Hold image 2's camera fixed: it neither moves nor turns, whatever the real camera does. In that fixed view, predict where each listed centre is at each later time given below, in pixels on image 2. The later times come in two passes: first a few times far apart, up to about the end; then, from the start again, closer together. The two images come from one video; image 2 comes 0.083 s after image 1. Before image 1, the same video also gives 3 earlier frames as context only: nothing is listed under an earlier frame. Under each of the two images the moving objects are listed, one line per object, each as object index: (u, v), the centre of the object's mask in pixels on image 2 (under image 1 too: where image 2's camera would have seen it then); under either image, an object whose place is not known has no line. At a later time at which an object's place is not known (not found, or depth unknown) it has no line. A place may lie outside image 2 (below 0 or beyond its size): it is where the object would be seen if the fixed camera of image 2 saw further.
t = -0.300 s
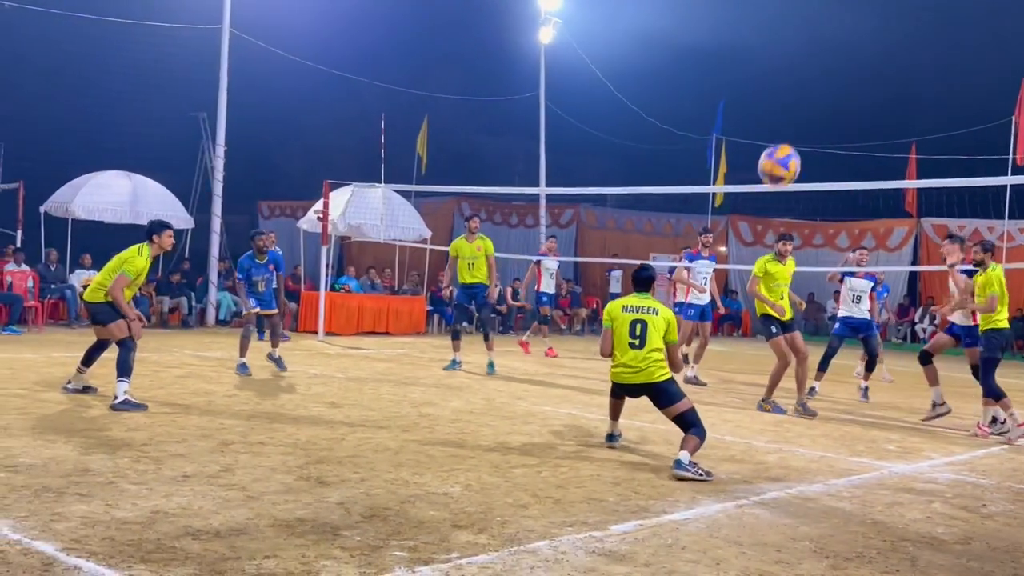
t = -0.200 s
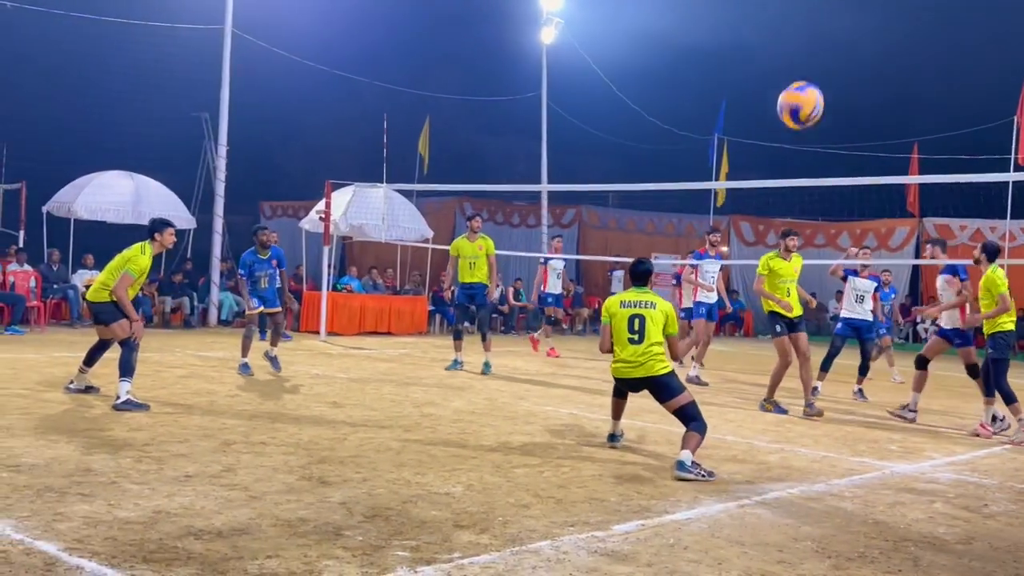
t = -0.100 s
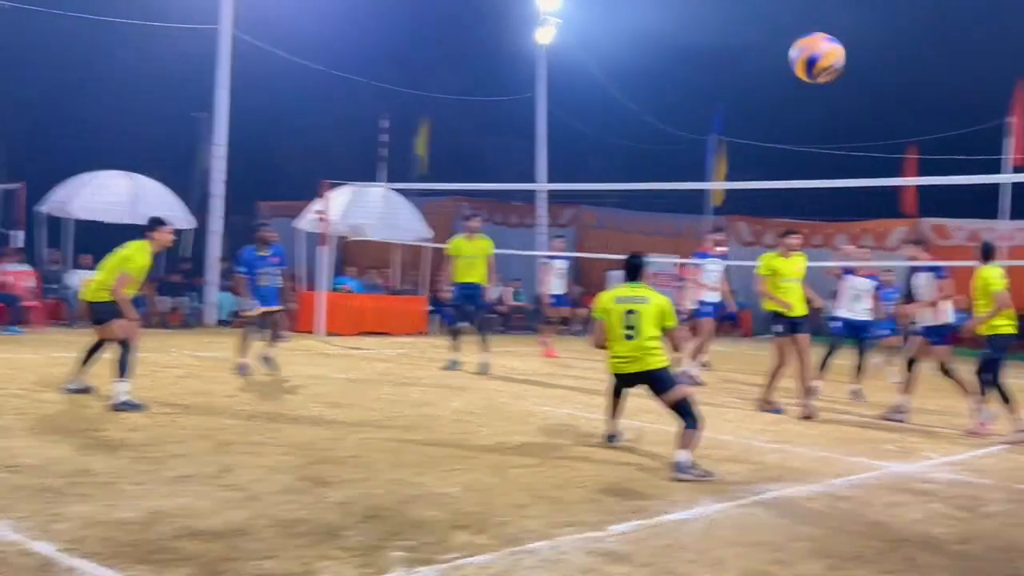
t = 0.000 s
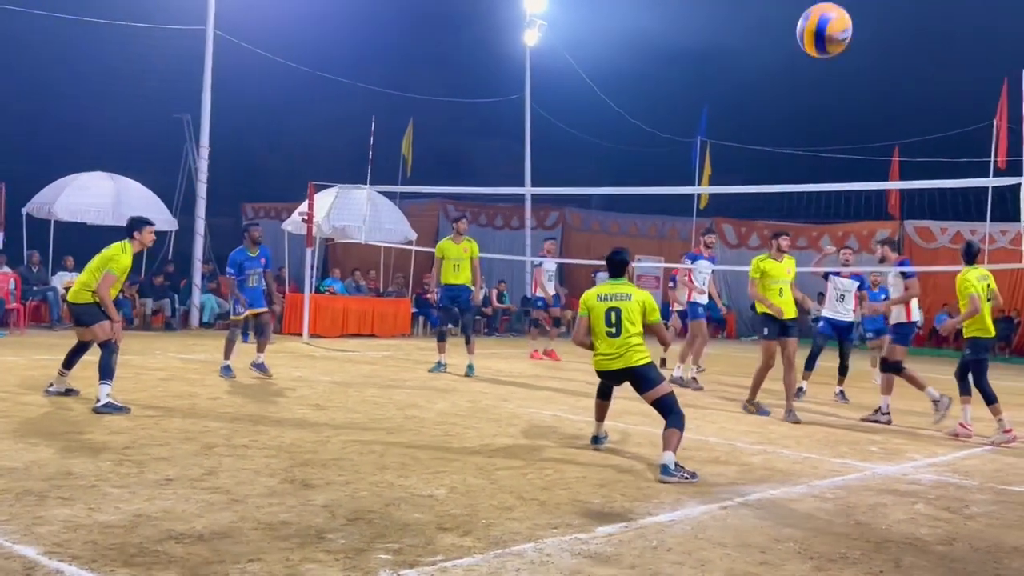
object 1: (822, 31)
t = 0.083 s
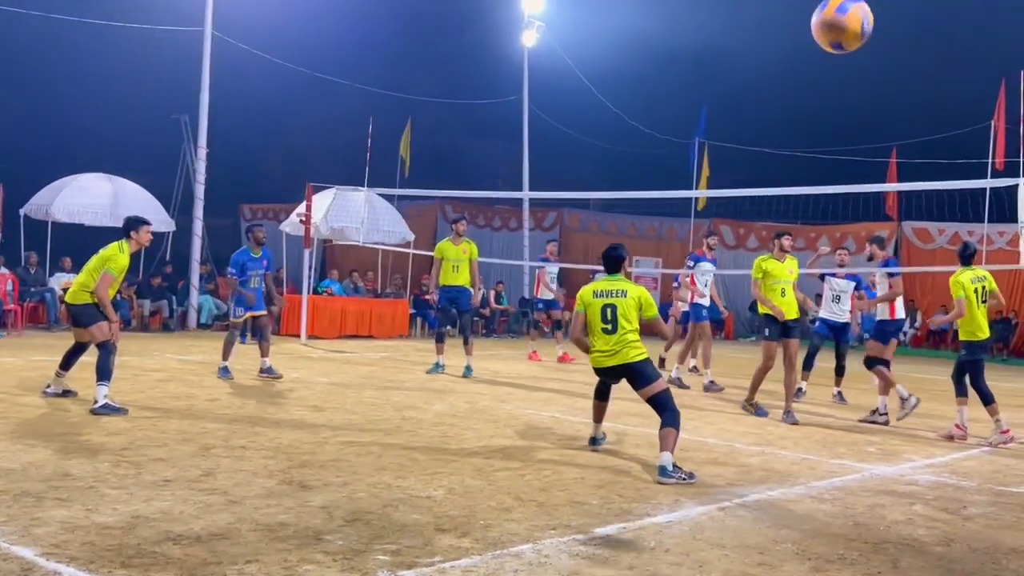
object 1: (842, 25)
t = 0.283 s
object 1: (901, 97)
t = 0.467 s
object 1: (980, 353)
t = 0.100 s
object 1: (846, 26)
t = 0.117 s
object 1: (850, 27)
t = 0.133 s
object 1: (855, 28)
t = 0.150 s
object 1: (859, 31)
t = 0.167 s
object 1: (864, 35)
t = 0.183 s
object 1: (869, 40)
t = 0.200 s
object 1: (874, 46)
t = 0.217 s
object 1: (879, 54)
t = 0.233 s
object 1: (884, 63)
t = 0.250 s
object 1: (890, 73)
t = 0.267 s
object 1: (895, 84)
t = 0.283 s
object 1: (901, 97)
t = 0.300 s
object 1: (907, 111)
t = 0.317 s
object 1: (913, 126)
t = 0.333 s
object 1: (920, 142)
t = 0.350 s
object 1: (926, 162)
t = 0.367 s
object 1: (934, 182)
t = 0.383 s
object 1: (941, 206)
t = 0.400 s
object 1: (948, 228)
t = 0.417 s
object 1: (956, 255)
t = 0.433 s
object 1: (966, 288)
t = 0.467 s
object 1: (980, 353)
